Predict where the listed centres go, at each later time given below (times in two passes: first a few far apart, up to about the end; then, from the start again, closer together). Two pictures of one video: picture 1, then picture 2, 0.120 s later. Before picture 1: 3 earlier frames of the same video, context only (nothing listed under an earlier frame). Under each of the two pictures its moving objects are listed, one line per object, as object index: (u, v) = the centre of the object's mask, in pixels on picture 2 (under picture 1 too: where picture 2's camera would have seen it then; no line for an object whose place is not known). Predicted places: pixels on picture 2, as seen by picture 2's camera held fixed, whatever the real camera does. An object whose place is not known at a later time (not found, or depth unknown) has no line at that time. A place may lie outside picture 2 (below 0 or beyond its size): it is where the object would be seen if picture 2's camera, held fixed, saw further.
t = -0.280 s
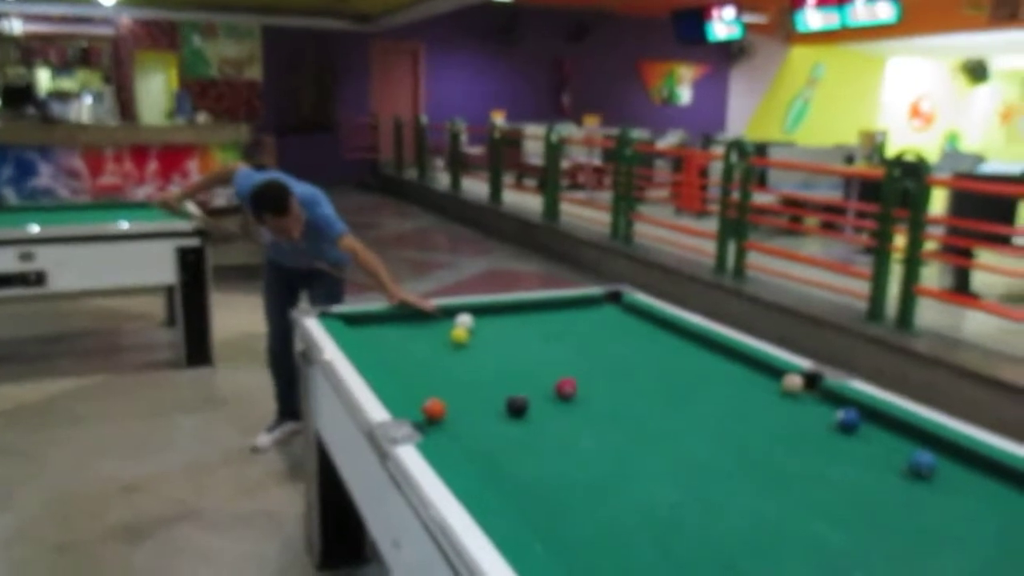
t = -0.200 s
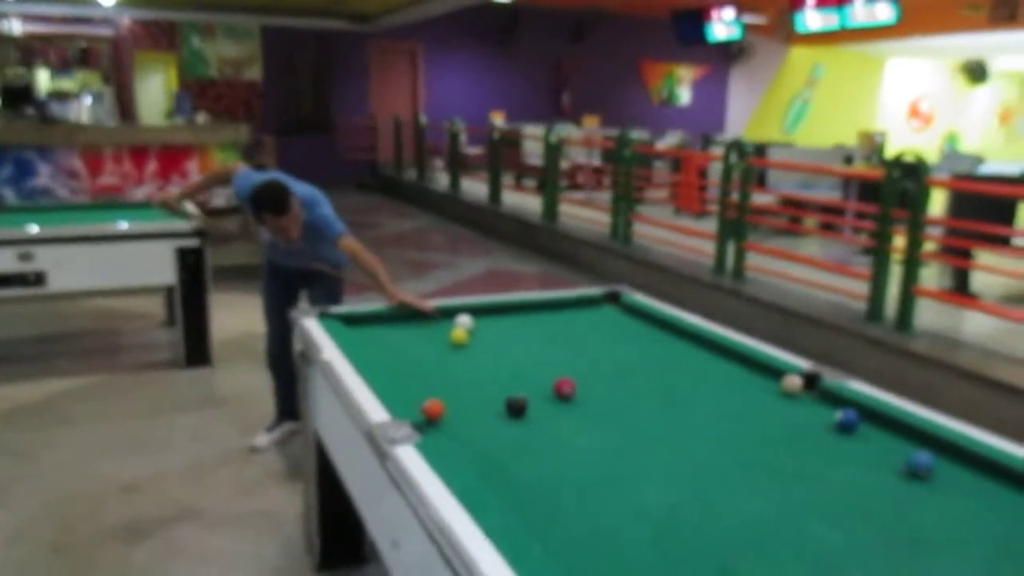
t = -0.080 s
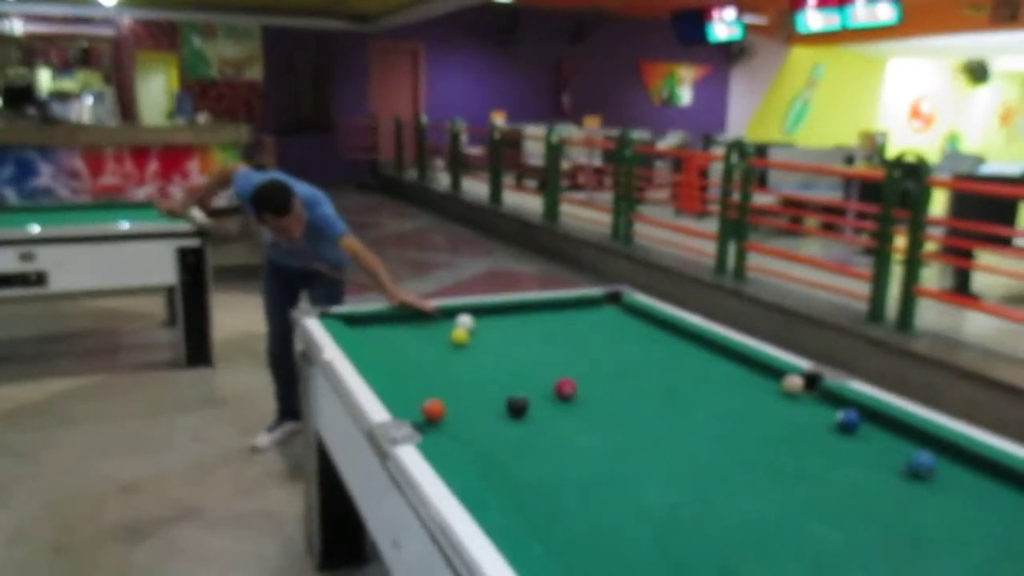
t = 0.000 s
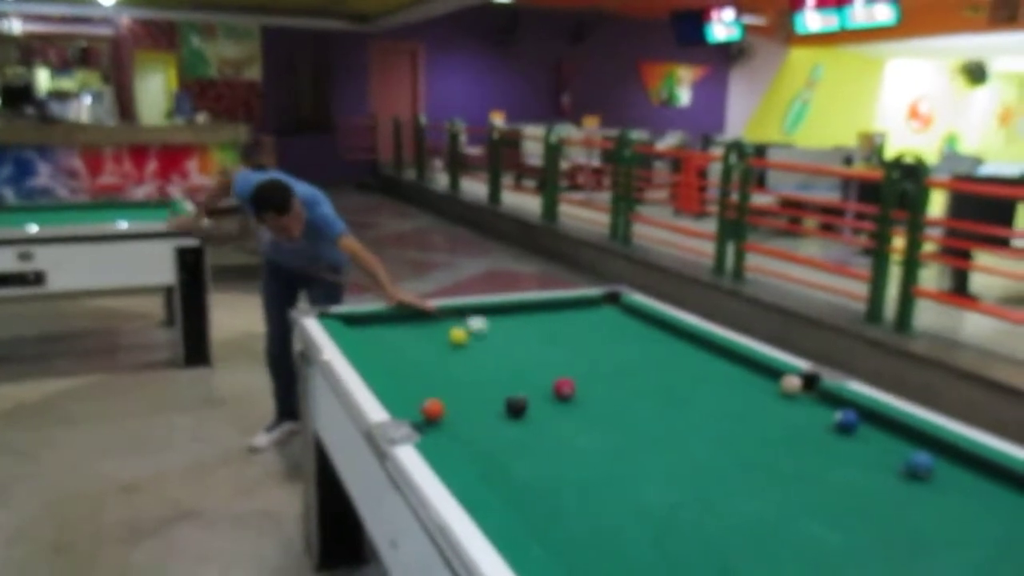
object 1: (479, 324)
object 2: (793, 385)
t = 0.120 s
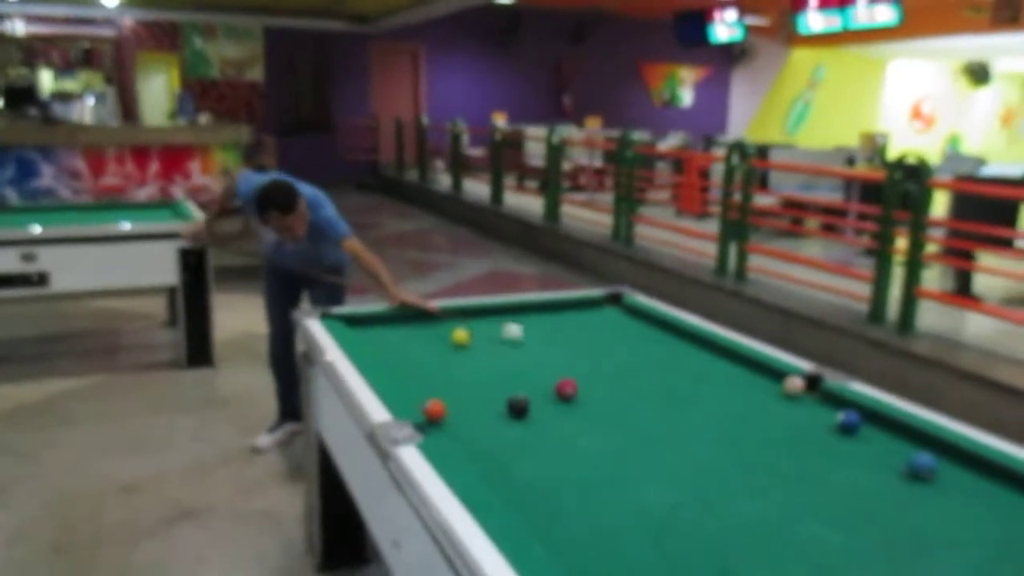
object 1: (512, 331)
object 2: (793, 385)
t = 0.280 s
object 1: (556, 339)
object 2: (794, 385)
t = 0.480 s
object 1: (613, 350)
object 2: (794, 385)
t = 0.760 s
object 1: (698, 366)
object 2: (793, 385)
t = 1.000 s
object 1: (771, 379)
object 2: (798, 385)
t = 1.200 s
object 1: (790, 382)
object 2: (804, 396)
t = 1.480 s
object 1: (800, 385)
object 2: (789, 407)
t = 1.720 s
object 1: (788, 387)
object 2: (776, 416)
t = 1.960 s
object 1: (779, 386)
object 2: (764, 426)
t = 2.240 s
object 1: (771, 386)
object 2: (749, 437)
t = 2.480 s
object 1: (765, 387)
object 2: (736, 446)
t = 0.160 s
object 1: (523, 333)
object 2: (793, 385)
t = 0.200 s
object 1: (533, 336)
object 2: (793, 385)
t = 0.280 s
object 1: (556, 339)
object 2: (794, 385)
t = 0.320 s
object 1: (567, 341)
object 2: (793, 385)
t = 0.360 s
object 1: (578, 343)
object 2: (793, 385)
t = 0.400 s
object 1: (590, 345)
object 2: (794, 384)
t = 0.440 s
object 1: (602, 348)
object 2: (793, 385)
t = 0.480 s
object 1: (613, 350)
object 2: (794, 385)
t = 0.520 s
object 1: (625, 352)
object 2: (793, 385)
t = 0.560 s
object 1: (636, 354)
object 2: (793, 385)
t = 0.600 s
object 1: (649, 356)
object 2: (793, 385)
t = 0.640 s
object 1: (661, 359)
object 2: (793, 385)
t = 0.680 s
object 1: (673, 361)
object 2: (793, 385)
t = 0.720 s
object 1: (686, 363)
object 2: (793, 385)
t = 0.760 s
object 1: (698, 366)
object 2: (793, 385)
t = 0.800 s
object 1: (711, 368)
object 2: (793, 385)
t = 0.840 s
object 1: (723, 371)
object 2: (793, 385)
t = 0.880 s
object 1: (736, 373)
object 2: (793, 384)
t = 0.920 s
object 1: (750, 375)
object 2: (793, 384)
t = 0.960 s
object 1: (763, 378)
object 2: (793, 384)
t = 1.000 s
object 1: (771, 379)
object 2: (798, 385)
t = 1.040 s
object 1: (775, 380)
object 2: (810, 388)
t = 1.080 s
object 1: (779, 381)
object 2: (809, 390)
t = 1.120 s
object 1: (783, 381)
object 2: (808, 392)
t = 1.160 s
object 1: (786, 382)
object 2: (805, 393)
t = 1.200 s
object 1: (790, 382)
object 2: (804, 396)
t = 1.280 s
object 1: (800, 383)
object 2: (801, 399)
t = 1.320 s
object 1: (804, 383)
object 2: (798, 401)
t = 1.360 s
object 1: (806, 384)
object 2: (795, 402)
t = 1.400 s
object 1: (805, 385)
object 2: (793, 402)
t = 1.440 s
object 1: (802, 385)
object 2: (790, 404)
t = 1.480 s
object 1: (800, 385)
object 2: (789, 407)
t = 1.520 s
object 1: (798, 385)
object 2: (787, 409)
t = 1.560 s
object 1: (796, 385)
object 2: (785, 410)
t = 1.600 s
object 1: (794, 386)
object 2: (783, 412)
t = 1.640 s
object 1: (792, 386)
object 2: (781, 413)
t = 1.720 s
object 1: (788, 387)
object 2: (776, 416)
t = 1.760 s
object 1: (787, 387)
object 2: (774, 417)
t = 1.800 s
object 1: (785, 387)
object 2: (772, 419)
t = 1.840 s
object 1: (784, 387)
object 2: (771, 421)
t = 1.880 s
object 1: (782, 387)
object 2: (769, 423)
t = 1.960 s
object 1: (779, 386)
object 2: (764, 426)
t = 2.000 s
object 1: (778, 386)
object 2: (762, 427)
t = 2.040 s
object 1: (776, 386)
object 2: (761, 429)
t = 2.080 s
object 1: (775, 386)
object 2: (758, 431)
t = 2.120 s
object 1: (773, 386)
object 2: (755, 432)
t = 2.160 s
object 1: (772, 386)
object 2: (753, 434)
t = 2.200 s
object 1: (771, 386)
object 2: (751, 435)
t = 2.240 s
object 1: (771, 386)
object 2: (749, 437)
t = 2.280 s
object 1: (770, 386)
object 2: (747, 439)
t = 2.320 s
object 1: (769, 387)
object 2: (745, 440)
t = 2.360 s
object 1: (768, 387)
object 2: (743, 442)
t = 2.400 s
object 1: (768, 386)
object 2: (741, 443)
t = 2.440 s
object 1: (766, 387)
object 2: (739, 445)
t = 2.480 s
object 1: (765, 387)
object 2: (736, 446)
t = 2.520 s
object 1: (764, 384)
